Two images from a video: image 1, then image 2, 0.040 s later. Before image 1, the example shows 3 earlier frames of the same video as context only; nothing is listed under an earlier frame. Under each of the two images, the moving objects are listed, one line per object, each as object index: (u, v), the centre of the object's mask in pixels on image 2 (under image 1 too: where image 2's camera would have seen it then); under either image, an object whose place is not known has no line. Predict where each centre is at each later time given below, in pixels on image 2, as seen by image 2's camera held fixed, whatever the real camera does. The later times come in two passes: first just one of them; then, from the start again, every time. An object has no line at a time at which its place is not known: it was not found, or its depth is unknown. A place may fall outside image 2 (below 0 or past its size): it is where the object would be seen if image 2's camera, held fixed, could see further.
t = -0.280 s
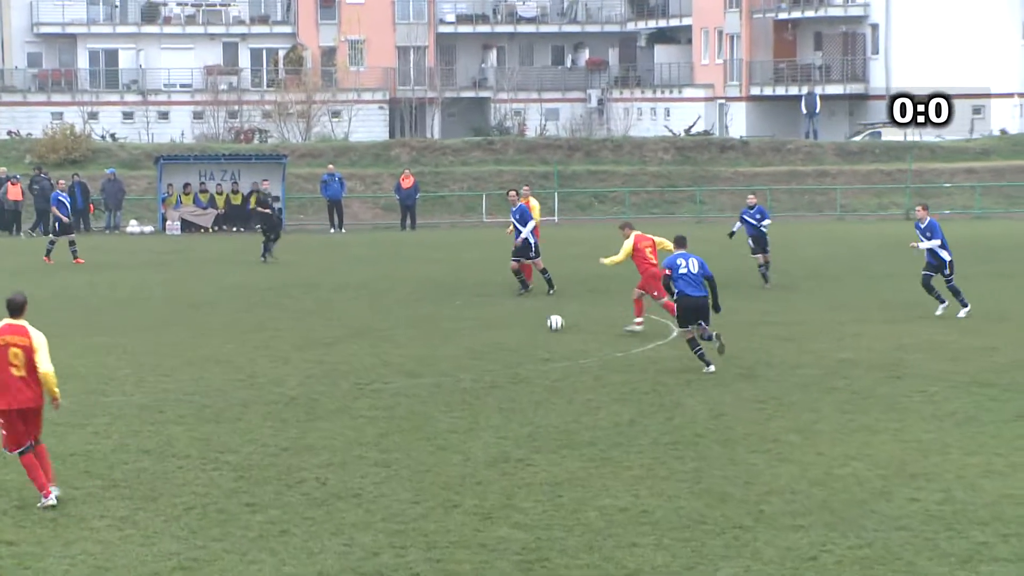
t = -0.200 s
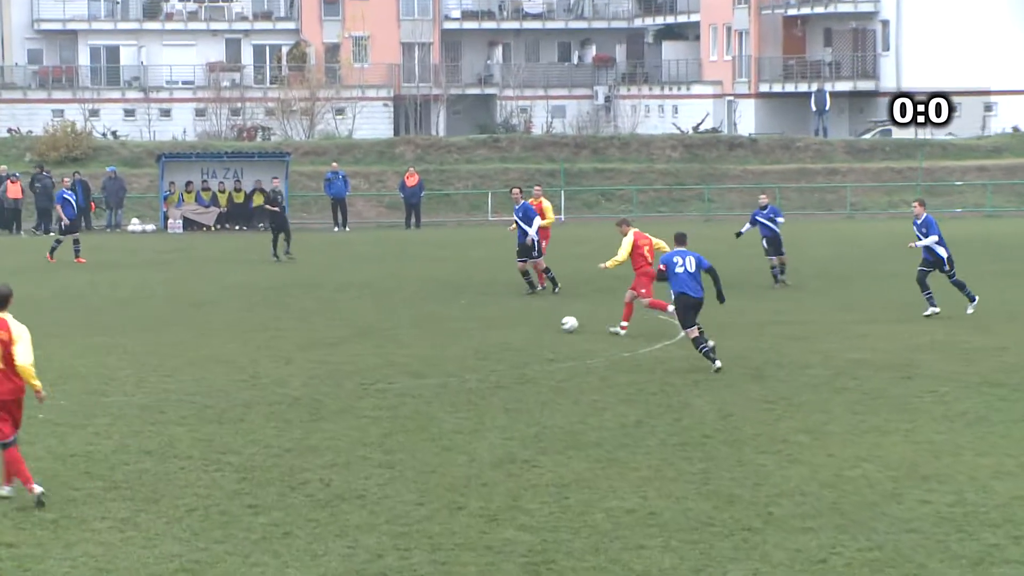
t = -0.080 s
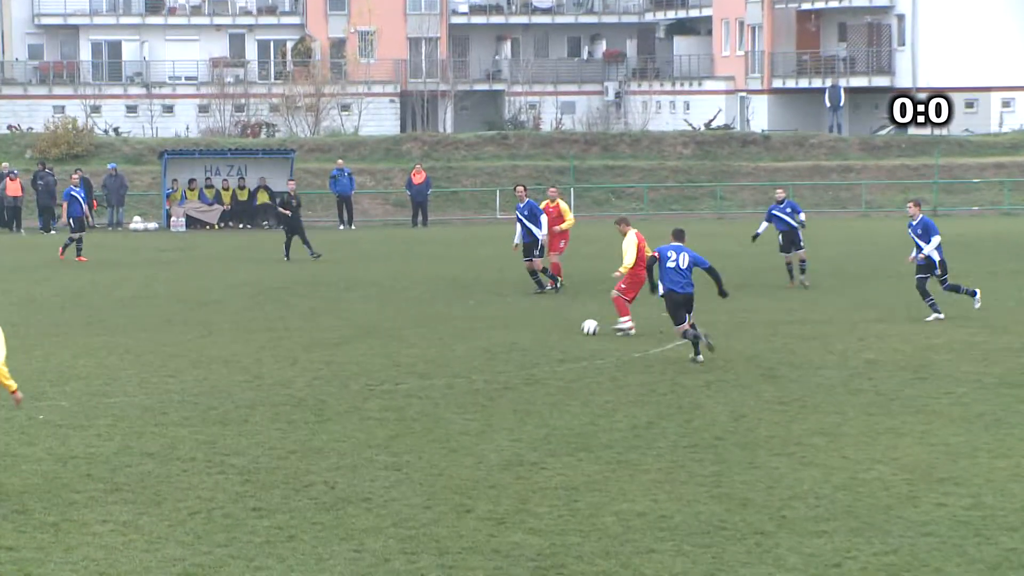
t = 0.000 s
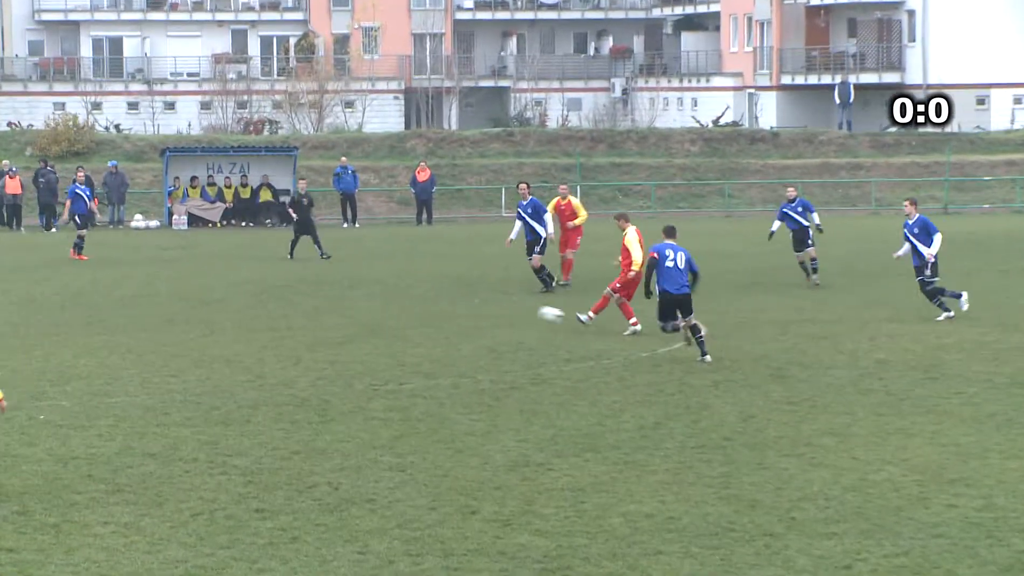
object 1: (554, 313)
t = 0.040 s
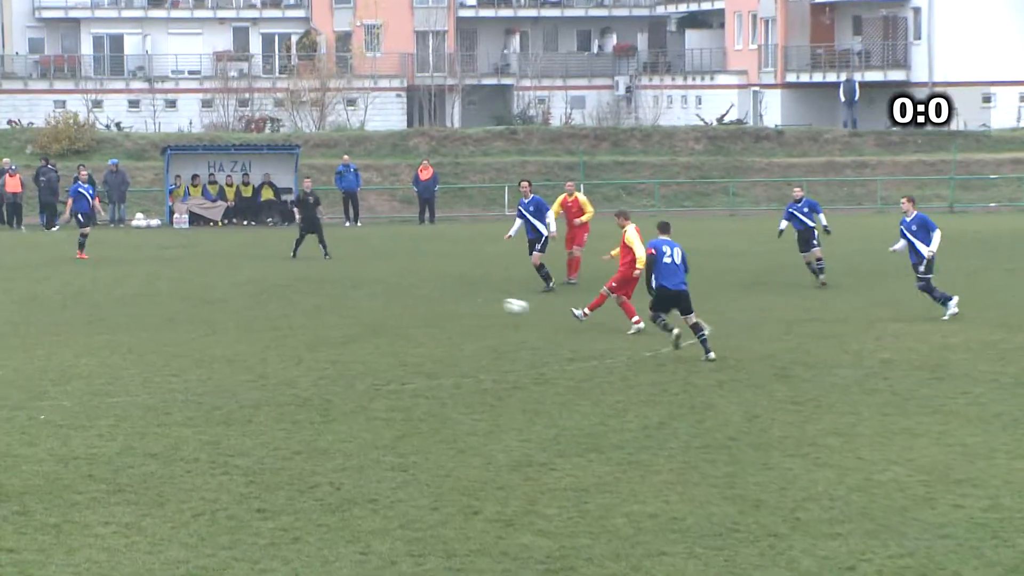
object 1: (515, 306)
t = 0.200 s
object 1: (374, 286)
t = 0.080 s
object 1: (478, 299)
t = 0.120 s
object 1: (442, 294)
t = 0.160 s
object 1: (408, 292)
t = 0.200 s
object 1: (374, 286)
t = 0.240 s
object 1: (340, 281)
